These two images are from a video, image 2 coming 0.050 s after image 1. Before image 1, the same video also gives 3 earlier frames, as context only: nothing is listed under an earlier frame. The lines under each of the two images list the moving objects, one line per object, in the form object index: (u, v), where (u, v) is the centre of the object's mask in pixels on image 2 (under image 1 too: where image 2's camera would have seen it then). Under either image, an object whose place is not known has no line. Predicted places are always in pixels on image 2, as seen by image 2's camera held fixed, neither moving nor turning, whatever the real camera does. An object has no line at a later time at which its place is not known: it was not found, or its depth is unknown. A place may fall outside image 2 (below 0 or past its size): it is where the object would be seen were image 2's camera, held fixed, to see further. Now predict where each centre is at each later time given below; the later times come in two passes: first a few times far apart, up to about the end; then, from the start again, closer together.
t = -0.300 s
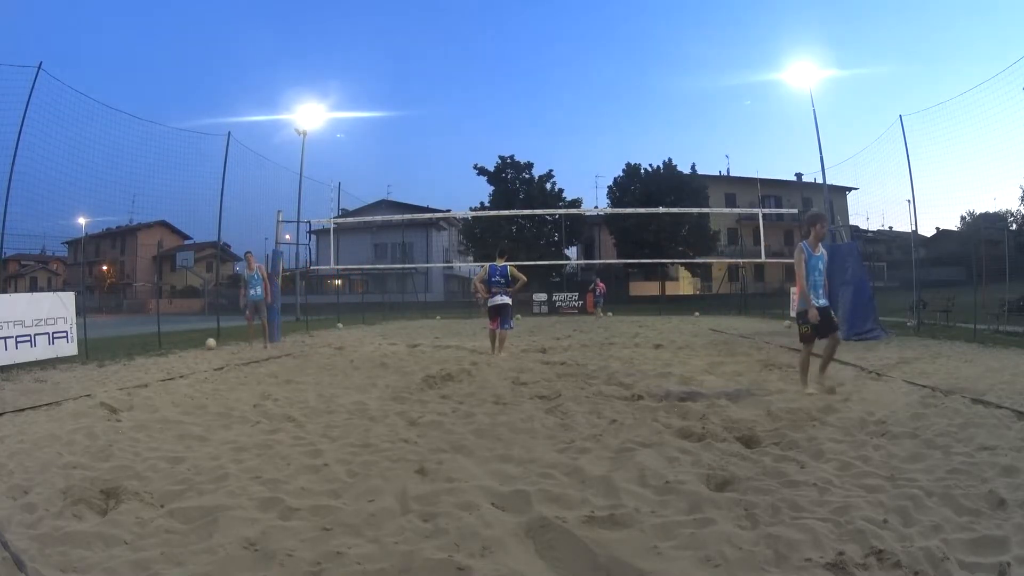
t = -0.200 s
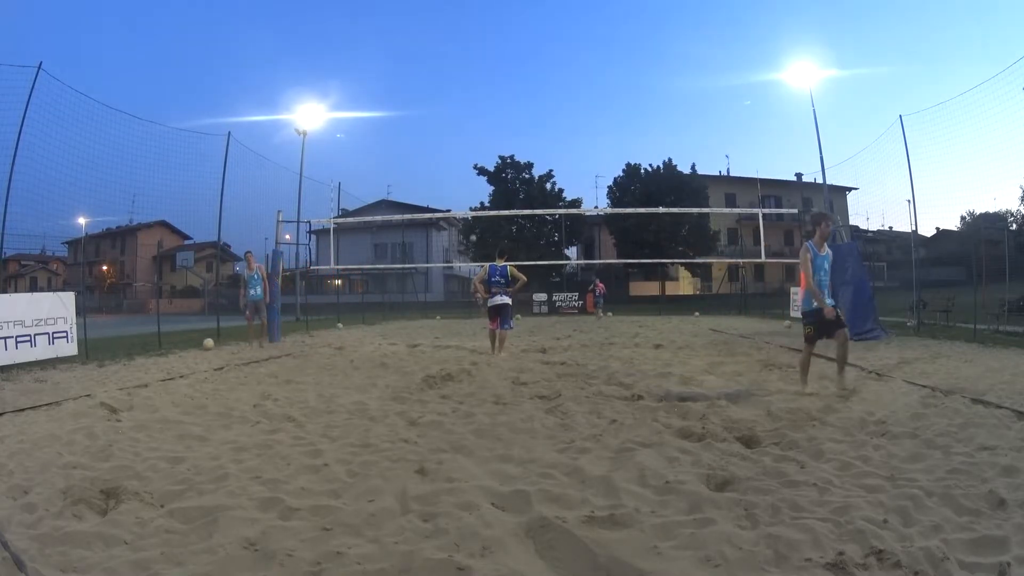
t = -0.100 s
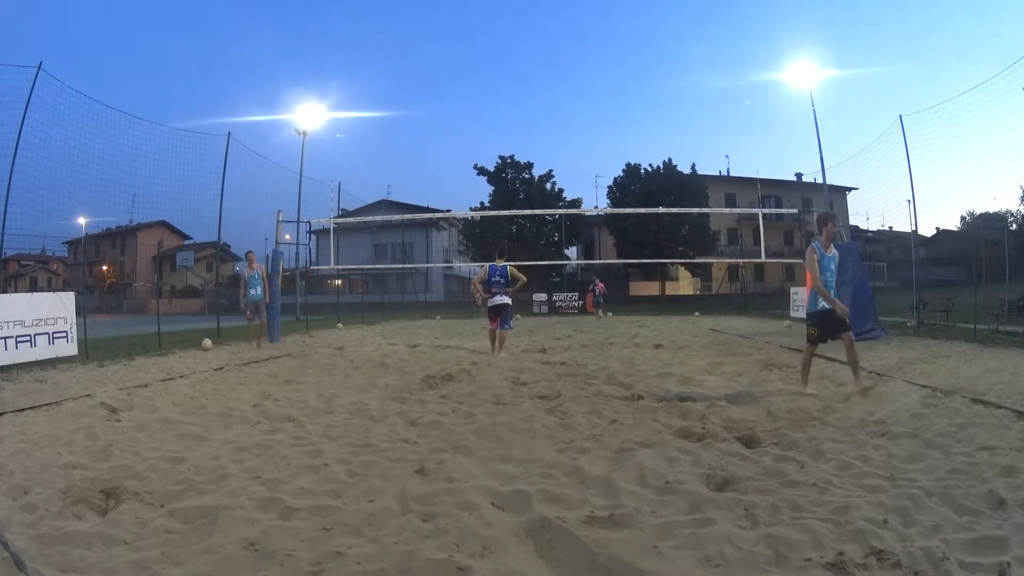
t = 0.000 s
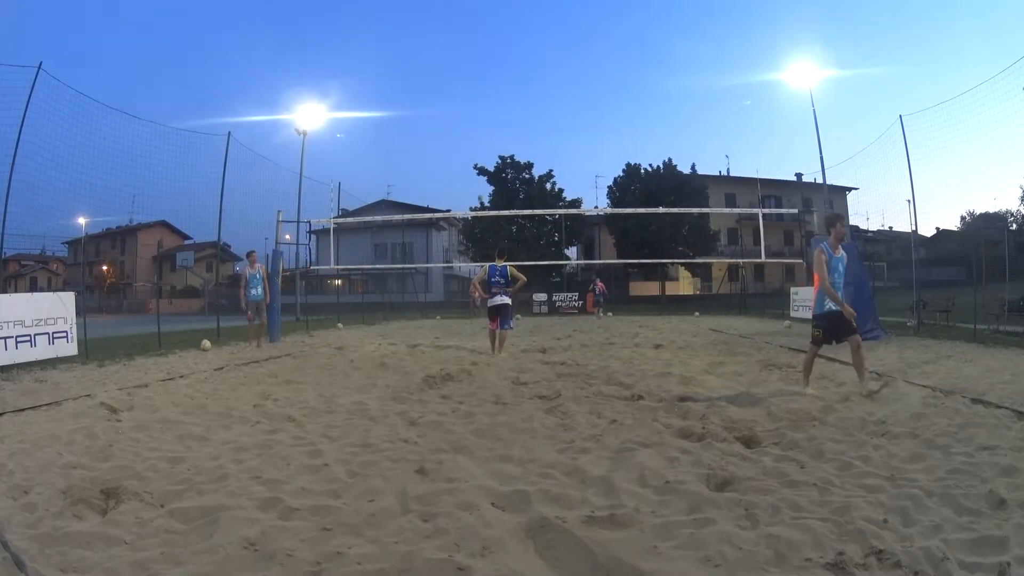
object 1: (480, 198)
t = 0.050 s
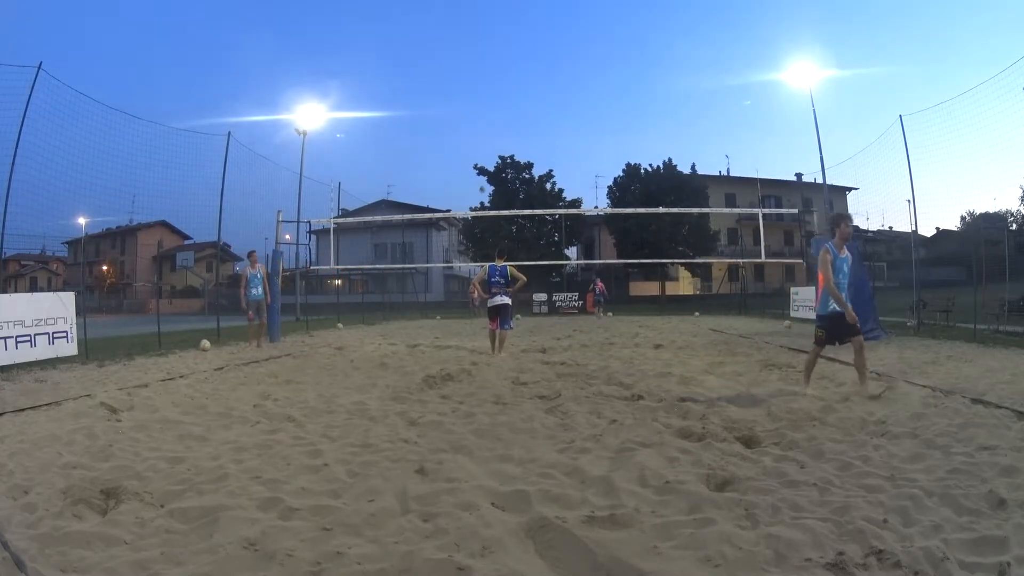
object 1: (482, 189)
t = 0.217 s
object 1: (491, 161)
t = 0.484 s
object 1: (509, 129)
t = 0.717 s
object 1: (532, 121)
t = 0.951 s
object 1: (567, 142)
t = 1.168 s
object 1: (614, 214)
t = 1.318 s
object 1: (659, 313)
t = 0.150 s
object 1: (486, 172)
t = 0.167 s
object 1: (488, 169)
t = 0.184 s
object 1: (489, 166)
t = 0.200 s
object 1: (489, 164)
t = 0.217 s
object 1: (491, 161)
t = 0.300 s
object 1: (496, 149)
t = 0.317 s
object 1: (497, 147)
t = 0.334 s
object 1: (498, 145)
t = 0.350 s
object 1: (499, 143)
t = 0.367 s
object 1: (500, 141)
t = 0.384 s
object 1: (501, 139)
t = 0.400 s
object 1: (503, 137)
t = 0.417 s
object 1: (504, 135)
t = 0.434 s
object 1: (505, 133)
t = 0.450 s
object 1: (506, 131)
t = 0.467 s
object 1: (508, 130)
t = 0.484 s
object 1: (509, 129)
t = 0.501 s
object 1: (510, 127)
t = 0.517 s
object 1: (512, 126)
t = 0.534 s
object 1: (513, 125)
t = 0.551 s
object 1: (514, 124)
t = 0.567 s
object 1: (516, 123)
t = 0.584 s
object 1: (518, 122)
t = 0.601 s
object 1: (519, 122)
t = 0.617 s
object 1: (521, 121)
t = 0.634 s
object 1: (522, 121)
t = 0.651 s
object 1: (524, 121)
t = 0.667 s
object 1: (526, 120)
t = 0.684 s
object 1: (528, 120)
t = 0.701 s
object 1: (530, 120)
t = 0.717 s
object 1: (532, 121)
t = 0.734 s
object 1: (534, 121)
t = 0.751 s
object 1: (536, 122)
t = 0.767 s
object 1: (539, 122)
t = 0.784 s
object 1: (541, 123)
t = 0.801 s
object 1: (544, 124)
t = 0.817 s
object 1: (546, 125)
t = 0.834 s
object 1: (548, 127)
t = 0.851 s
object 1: (551, 128)
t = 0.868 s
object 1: (553, 130)
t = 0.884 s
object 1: (556, 131)
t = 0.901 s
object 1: (558, 134)
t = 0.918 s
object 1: (561, 136)
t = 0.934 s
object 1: (564, 139)
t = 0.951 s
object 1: (567, 142)
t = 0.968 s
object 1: (570, 145)
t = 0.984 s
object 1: (573, 148)
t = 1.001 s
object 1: (576, 152)
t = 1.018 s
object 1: (579, 156)
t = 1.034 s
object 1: (582, 161)
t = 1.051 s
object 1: (586, 166)
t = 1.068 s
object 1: (589, 171)
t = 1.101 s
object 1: (597, 183)
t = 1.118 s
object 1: (601, 189)
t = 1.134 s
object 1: (606, 197)
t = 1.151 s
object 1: (610, 204)
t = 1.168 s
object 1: (614, 214)
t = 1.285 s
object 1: (647, 286)
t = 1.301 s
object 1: (654, 301)
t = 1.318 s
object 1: (659, 313)
